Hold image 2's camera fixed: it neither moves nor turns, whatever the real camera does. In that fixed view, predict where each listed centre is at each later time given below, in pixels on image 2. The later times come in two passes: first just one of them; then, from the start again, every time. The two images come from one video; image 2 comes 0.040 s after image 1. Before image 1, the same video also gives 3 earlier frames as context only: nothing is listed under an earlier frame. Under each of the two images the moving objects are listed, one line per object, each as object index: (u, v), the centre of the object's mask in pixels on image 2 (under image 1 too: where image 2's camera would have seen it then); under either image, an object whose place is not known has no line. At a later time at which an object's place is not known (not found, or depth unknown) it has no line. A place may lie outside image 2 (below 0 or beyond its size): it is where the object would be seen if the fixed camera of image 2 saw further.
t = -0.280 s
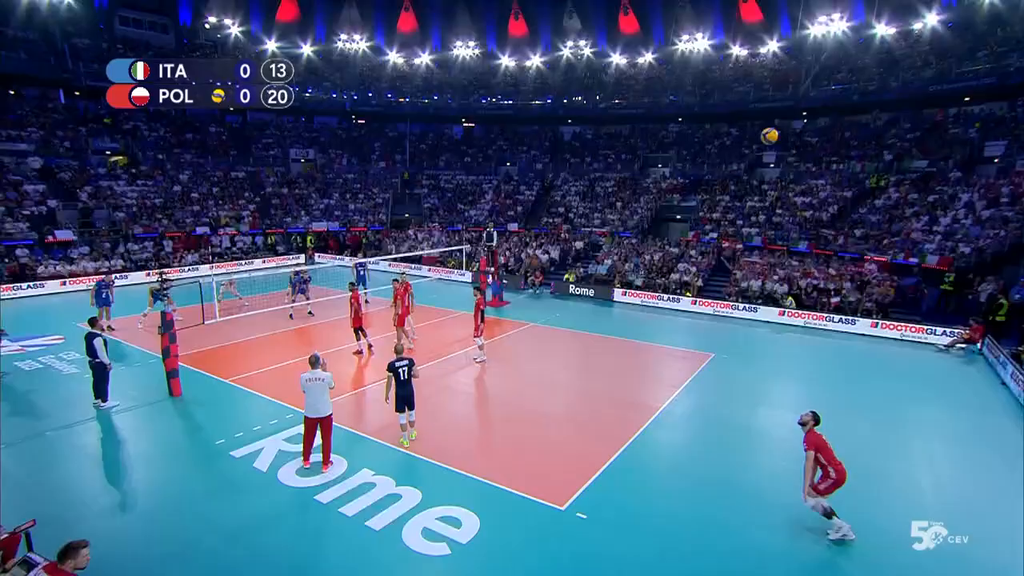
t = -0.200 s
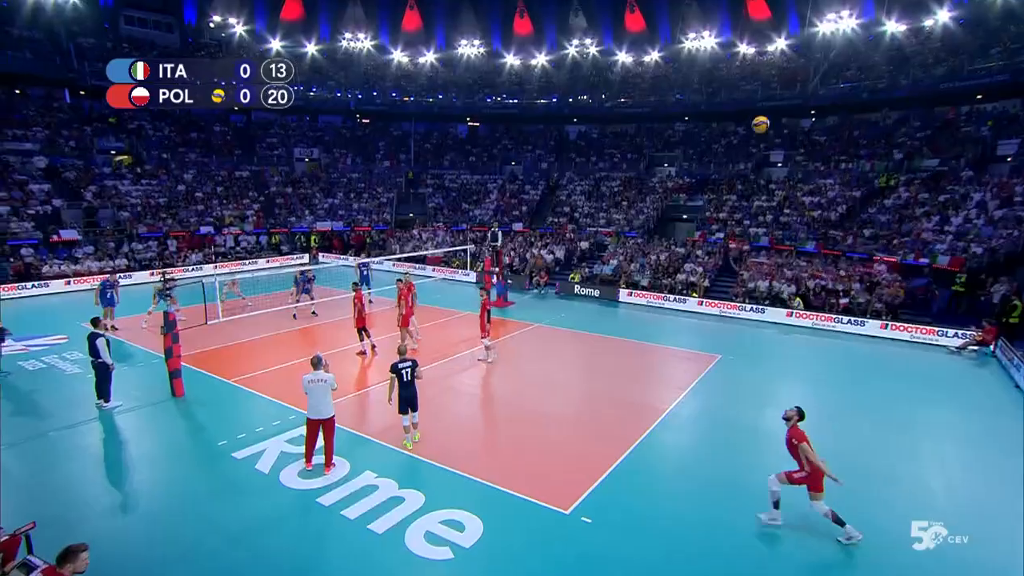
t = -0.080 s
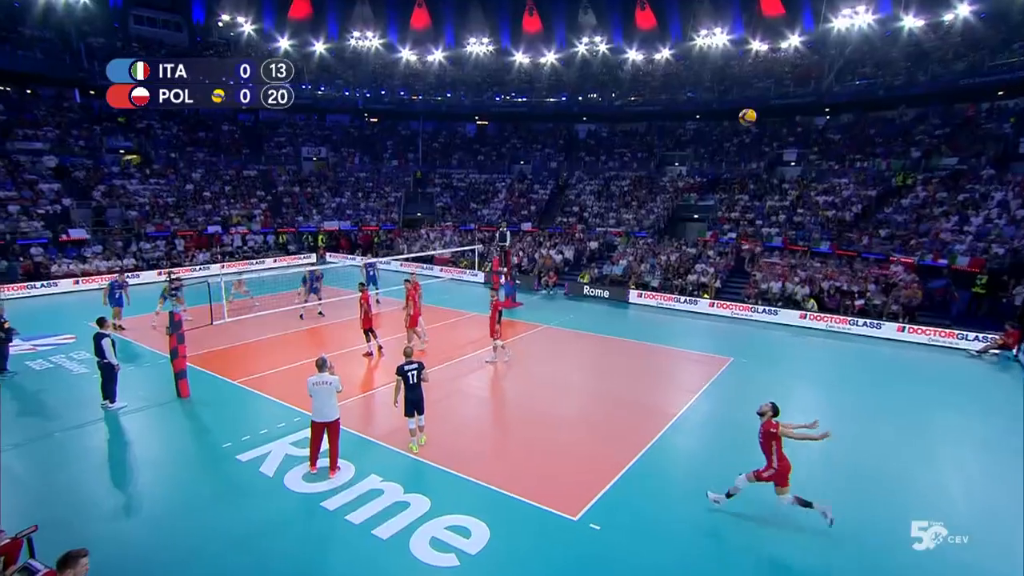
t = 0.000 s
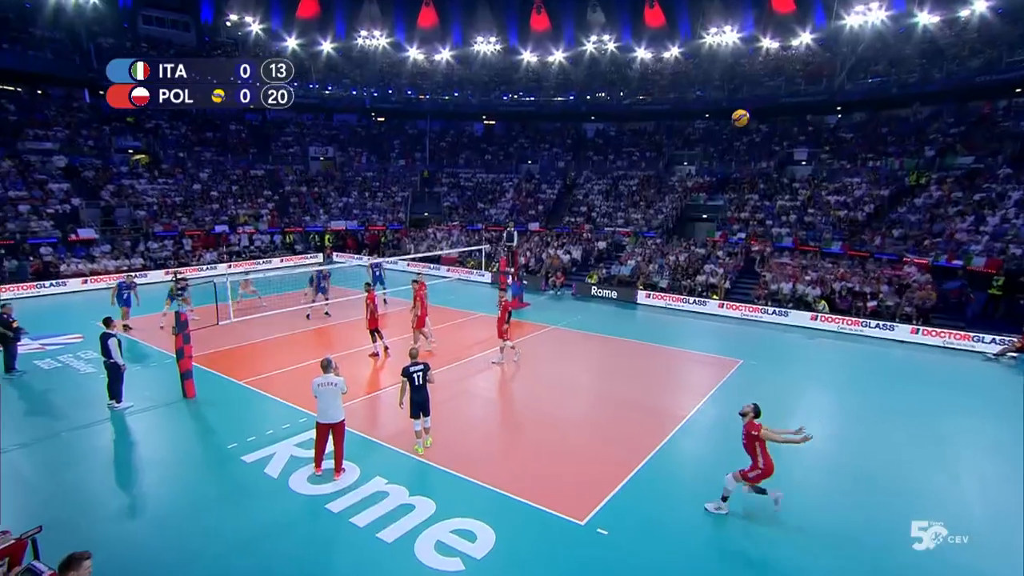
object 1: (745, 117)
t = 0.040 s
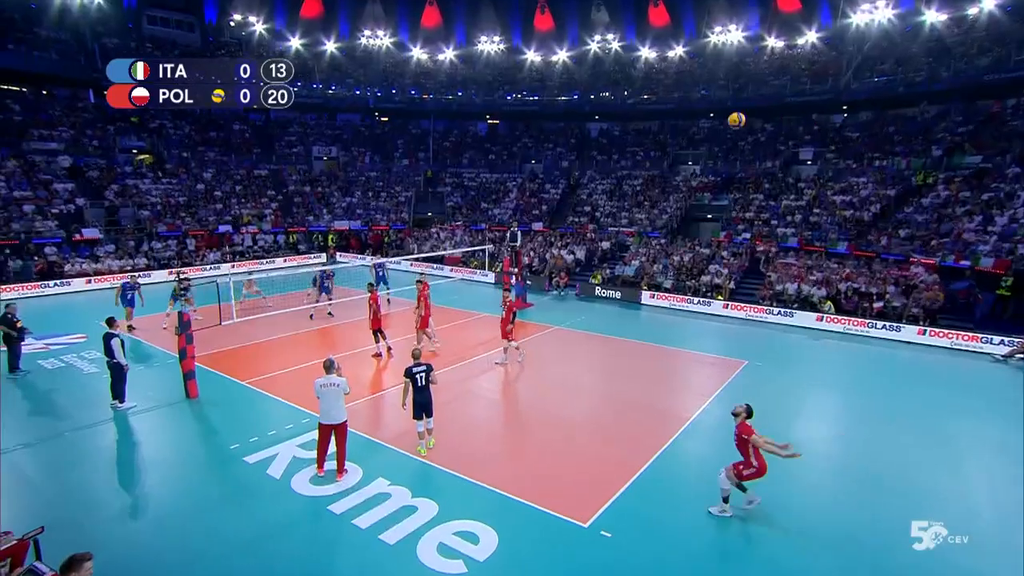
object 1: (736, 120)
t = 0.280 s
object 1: (685, 163)
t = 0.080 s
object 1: (728, 124)
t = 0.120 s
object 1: (719, 130)
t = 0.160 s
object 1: (711, 137)
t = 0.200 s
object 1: (702, 144)
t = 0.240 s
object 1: (694, 153)
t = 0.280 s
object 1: (685, 163)
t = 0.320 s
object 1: (678, 174)
